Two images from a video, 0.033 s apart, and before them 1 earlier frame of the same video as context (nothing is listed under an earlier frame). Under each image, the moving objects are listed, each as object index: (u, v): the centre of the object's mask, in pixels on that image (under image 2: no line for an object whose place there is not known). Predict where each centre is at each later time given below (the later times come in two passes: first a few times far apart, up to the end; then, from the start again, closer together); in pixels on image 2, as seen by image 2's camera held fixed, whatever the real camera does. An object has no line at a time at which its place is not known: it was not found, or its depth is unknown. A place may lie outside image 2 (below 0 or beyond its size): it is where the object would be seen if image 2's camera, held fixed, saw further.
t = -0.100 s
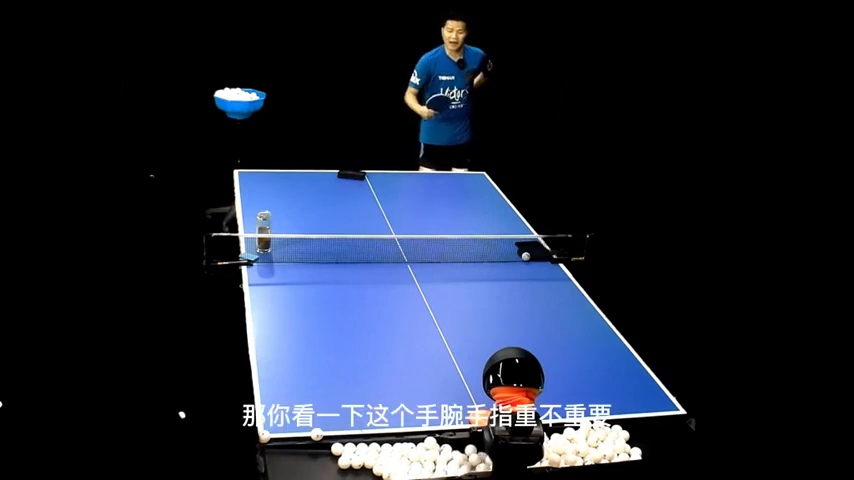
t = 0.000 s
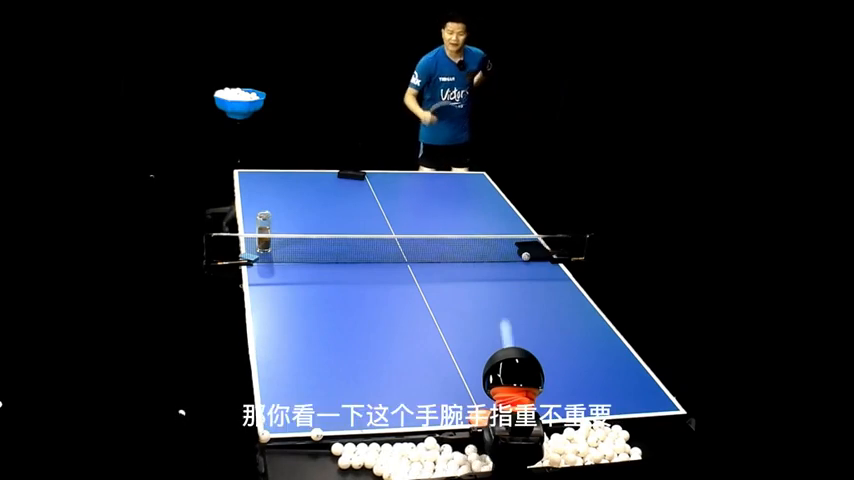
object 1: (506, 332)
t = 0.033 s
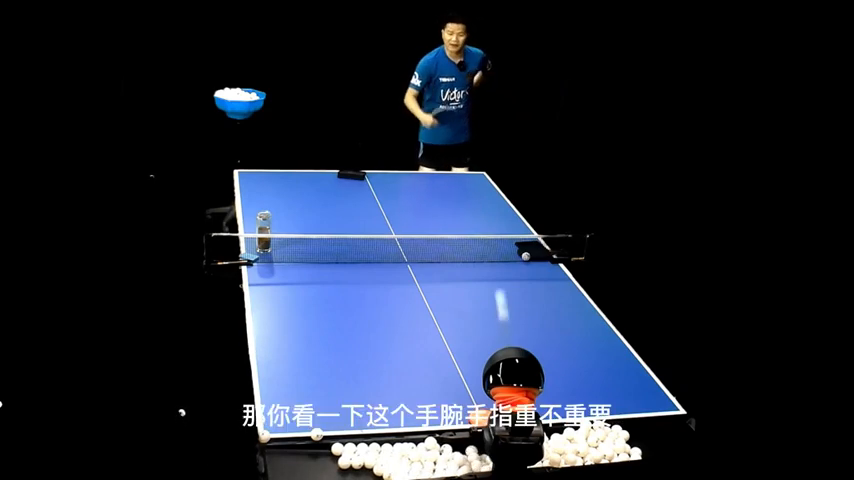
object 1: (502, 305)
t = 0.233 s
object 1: (476, 211)
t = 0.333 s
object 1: (468, 202)
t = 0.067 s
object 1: (497, 278)
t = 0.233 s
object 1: (476, 211)
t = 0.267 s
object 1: (473, 207)
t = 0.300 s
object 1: (470, 204)
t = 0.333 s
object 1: (468, 202)
